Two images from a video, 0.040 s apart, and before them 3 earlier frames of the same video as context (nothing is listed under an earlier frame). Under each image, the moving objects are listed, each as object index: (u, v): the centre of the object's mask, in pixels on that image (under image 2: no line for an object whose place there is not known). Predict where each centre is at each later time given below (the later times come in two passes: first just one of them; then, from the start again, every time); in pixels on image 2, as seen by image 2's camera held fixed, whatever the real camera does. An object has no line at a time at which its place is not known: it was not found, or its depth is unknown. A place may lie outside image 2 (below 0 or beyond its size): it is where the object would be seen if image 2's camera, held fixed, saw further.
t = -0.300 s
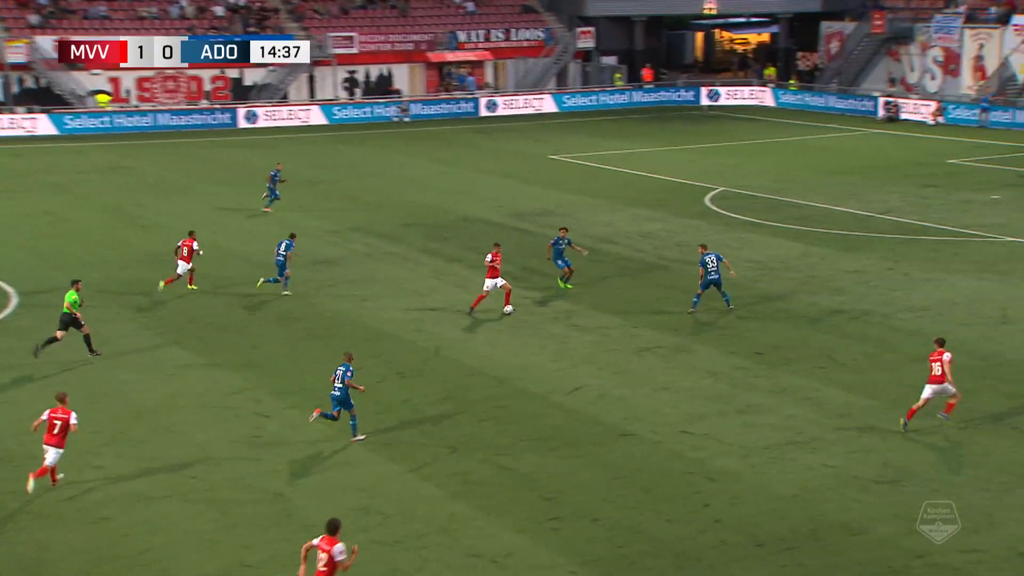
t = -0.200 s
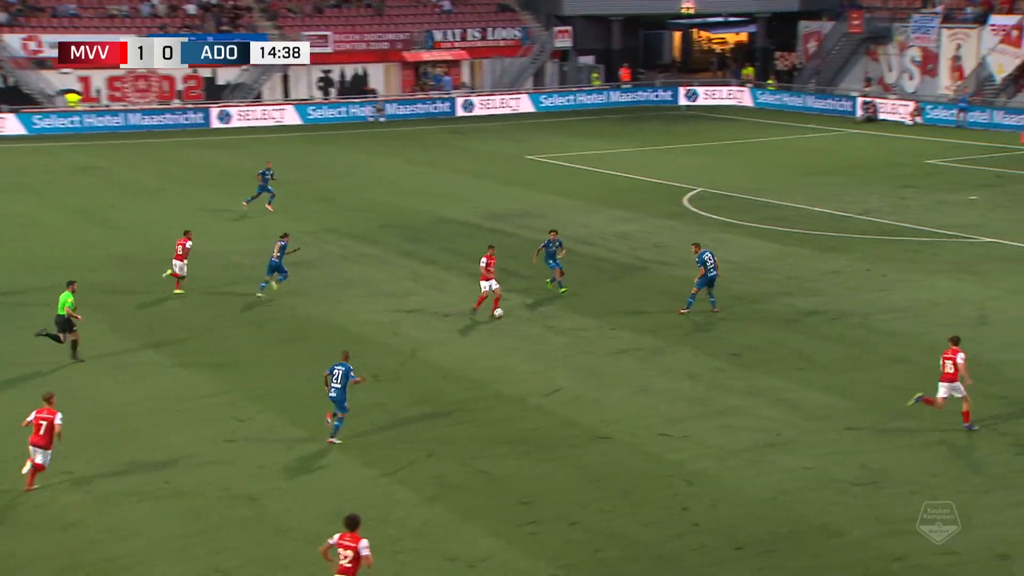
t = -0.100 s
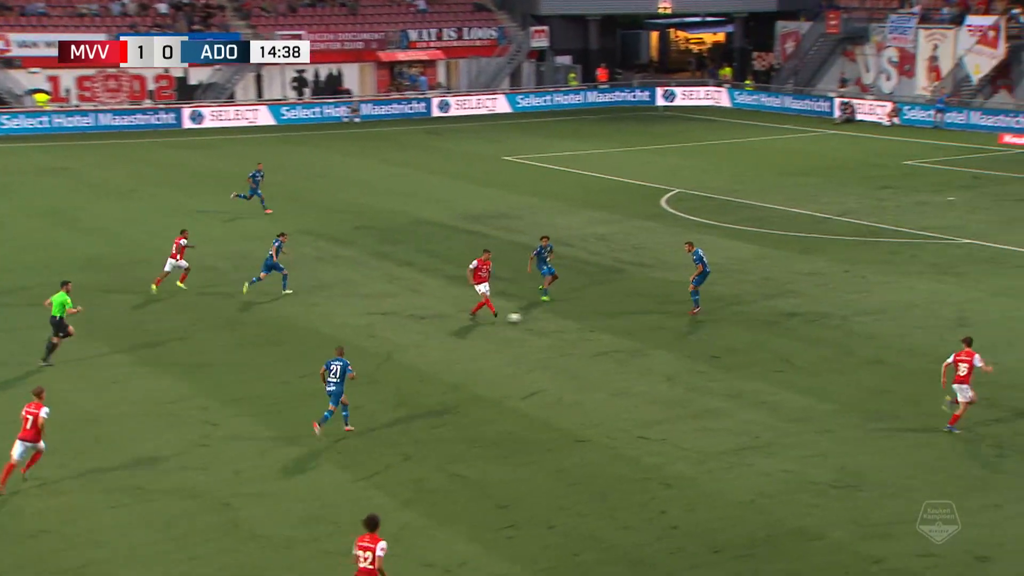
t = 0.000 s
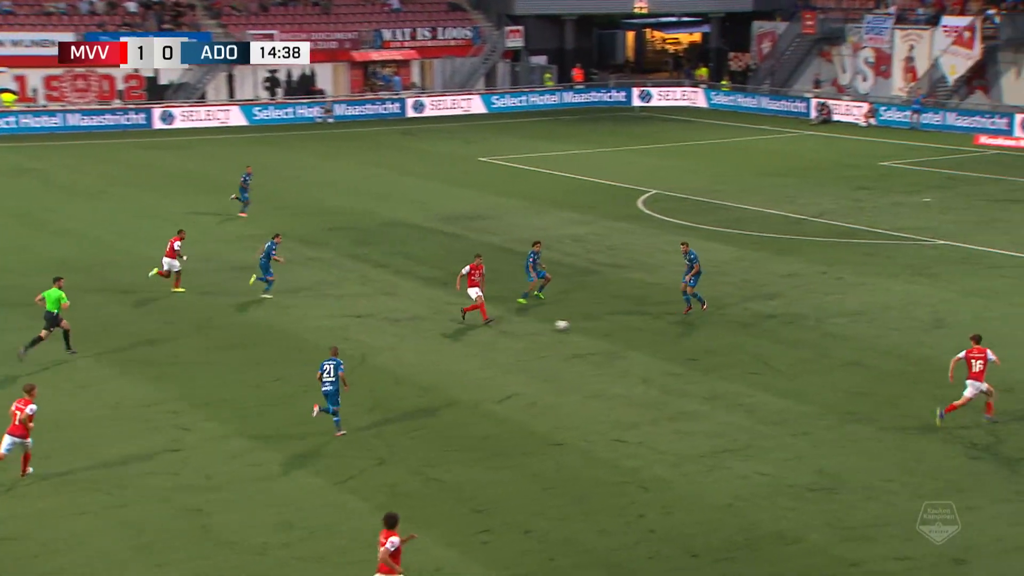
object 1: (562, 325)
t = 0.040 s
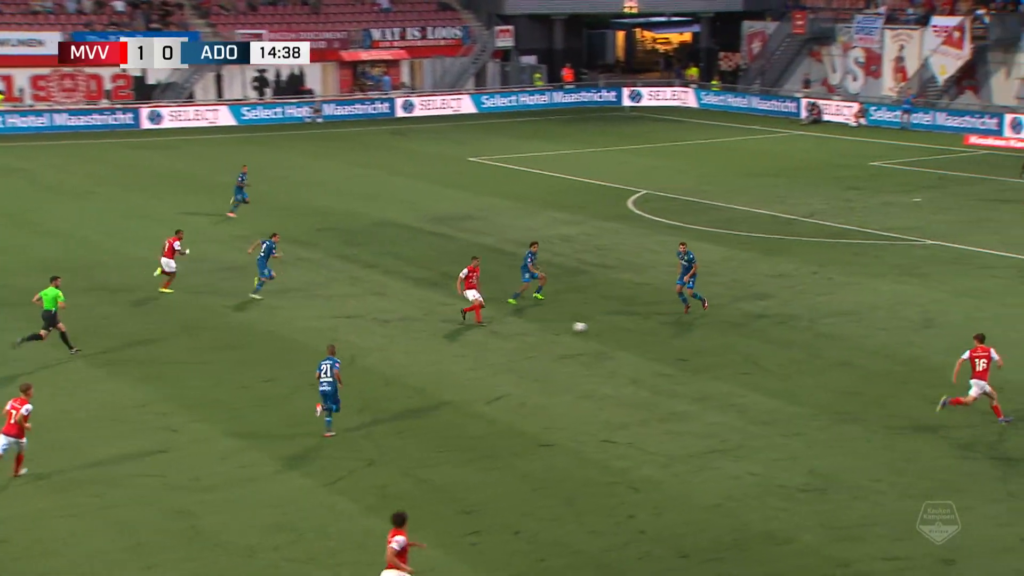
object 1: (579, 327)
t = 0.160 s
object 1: (660, 333)
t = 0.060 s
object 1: (593, 328)
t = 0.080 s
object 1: (607, 329)
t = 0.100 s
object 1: (620, 330)
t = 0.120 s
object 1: (634, 331)
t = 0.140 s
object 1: (647, 332)
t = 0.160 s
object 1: (660, 333)
